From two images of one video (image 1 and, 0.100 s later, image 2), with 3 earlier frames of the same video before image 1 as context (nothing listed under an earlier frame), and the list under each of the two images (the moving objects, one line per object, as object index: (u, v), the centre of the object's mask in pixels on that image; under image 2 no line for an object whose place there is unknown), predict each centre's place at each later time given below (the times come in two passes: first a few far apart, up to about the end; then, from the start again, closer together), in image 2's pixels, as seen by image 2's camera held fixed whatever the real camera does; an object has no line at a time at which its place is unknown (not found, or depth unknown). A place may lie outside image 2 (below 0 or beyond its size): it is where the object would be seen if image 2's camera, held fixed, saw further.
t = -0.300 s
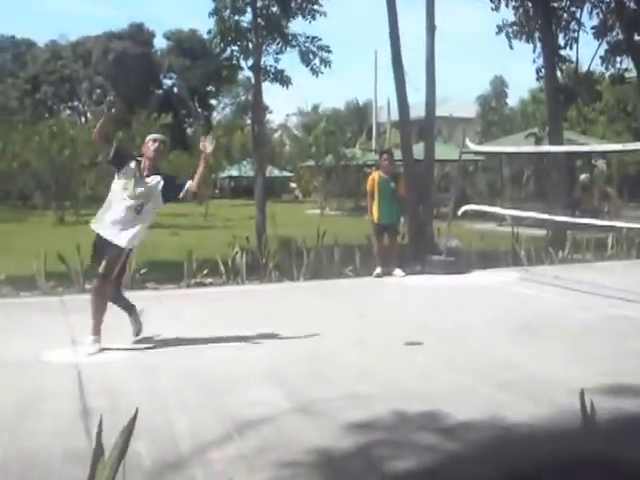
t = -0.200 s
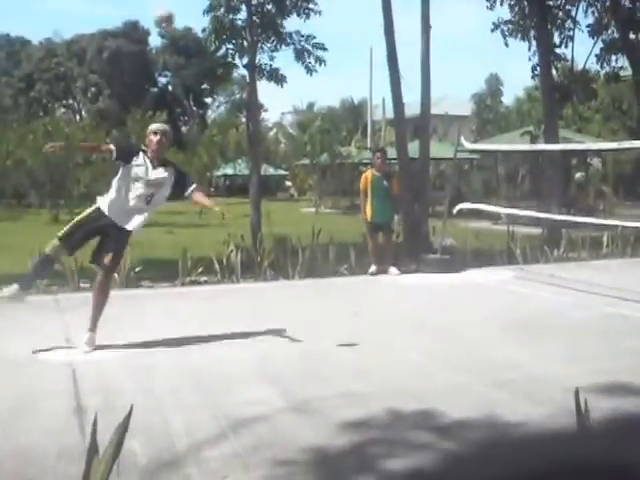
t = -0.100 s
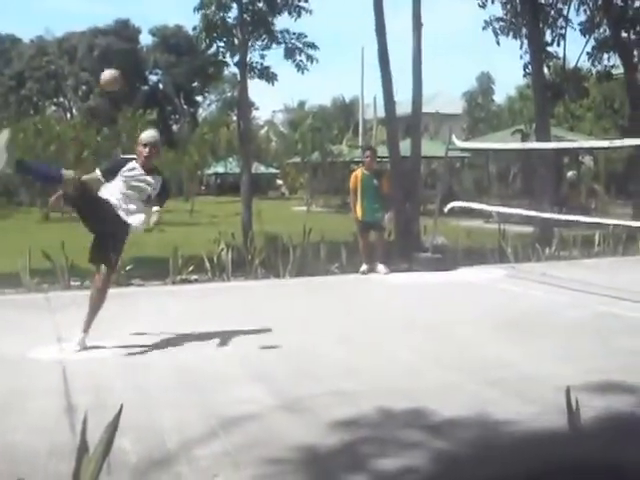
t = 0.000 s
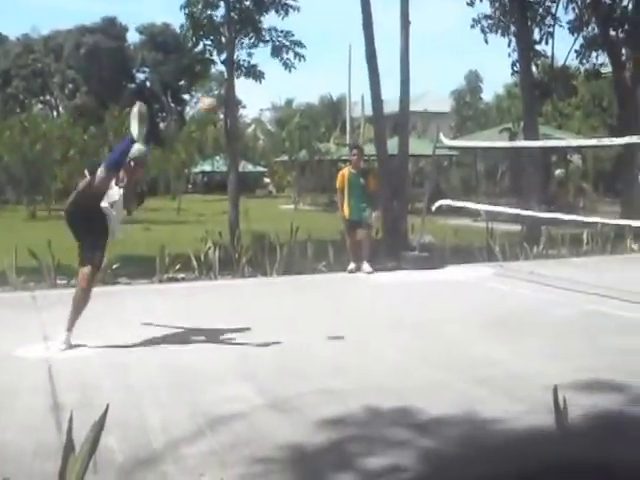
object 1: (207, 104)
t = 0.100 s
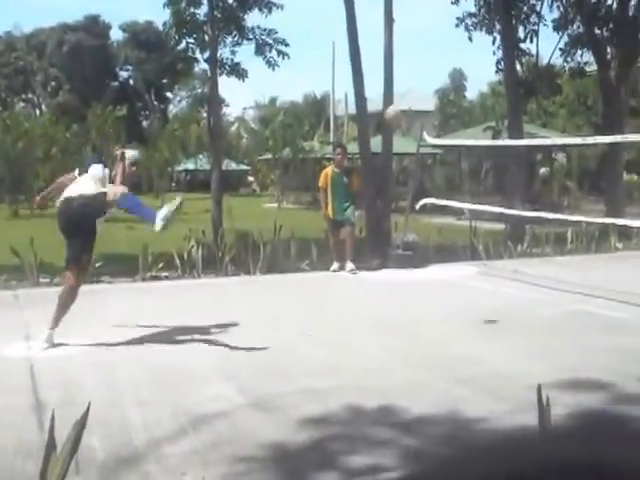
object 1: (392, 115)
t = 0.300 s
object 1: (657, 163)
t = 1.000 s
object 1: (504, 258)
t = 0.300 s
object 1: (657, 163)
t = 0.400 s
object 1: (643, 196)
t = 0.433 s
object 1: (636, 204)
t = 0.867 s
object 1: (534, 276)
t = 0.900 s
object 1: (526, 270)
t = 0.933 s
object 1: (519, 263)
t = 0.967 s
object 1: (511, 260)
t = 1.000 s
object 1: (504, 258)
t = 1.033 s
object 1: (496, 258)
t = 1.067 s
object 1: (489, 259)
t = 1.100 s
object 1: (482, 261)
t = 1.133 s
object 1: (475, 266)
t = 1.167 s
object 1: (468, 272)
